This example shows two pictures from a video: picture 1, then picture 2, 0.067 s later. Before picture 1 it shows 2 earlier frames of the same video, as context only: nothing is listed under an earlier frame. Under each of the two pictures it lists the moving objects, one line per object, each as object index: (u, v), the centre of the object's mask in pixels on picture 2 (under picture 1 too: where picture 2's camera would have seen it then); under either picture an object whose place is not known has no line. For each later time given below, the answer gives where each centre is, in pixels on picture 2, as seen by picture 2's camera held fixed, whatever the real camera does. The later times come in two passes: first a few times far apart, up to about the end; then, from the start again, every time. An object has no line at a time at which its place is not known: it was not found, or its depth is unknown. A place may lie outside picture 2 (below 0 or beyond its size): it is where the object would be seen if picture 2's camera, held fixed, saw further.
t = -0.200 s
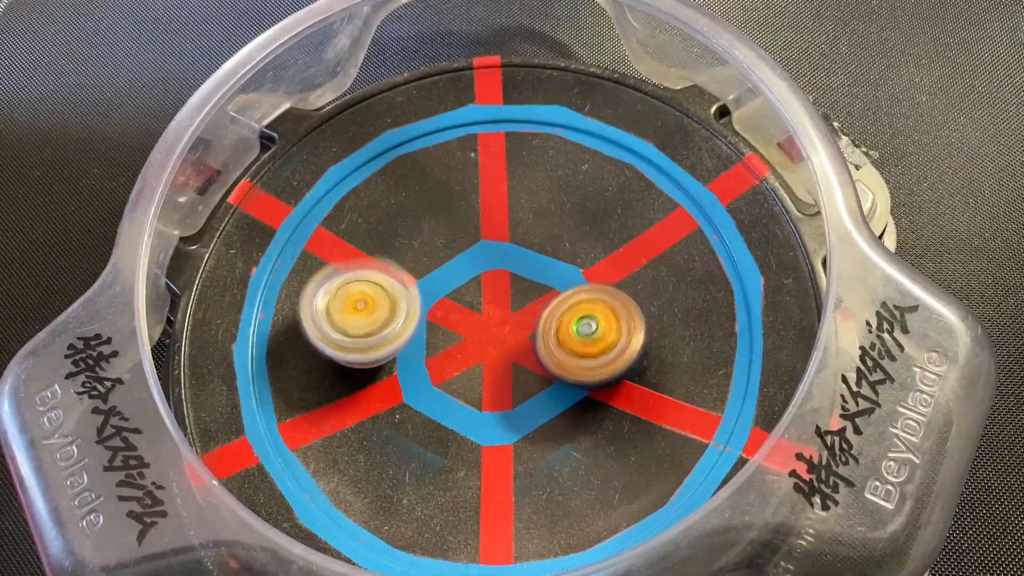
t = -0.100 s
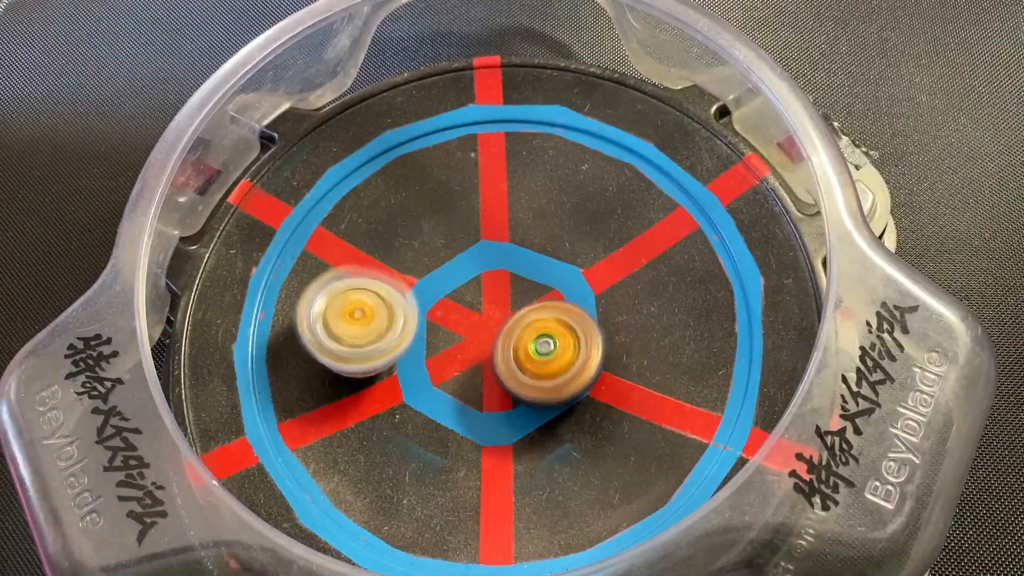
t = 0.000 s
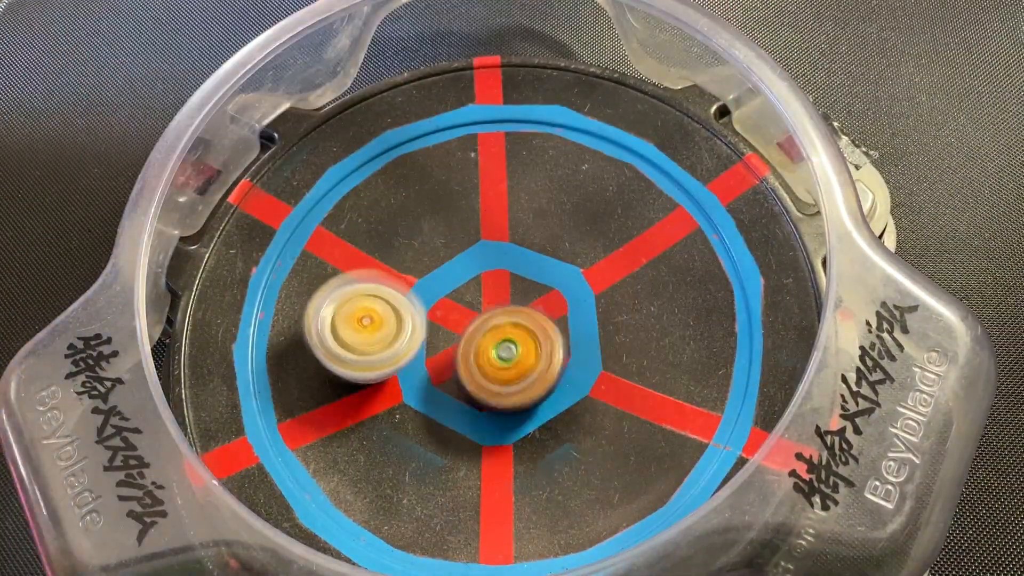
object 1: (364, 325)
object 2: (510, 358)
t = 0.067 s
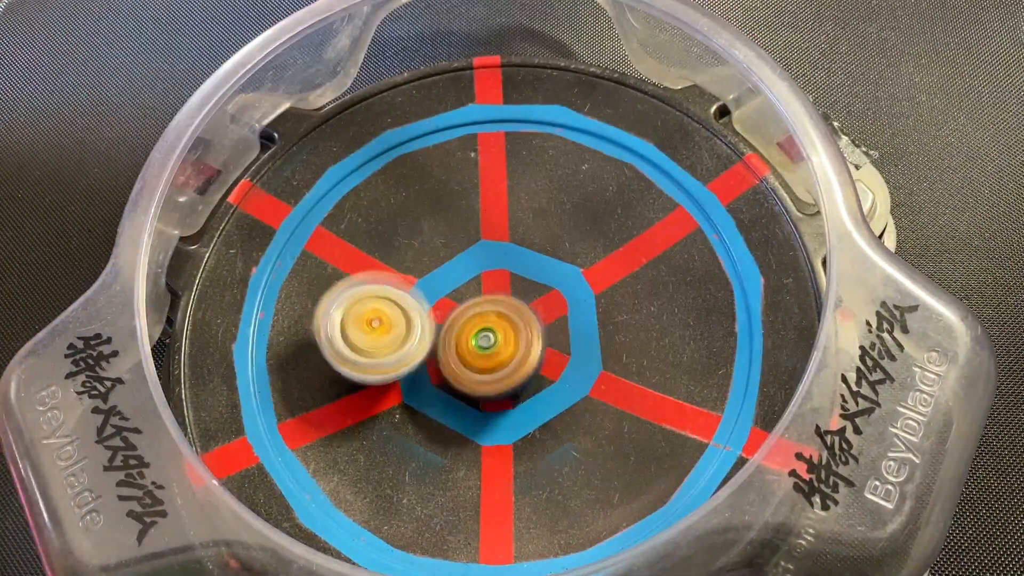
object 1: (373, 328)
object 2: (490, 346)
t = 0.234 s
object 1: (368, 325)
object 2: (513, 289)
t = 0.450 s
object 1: (416, 317)
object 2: (536, 268)
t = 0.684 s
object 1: (333, 374)
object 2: (658, 213)
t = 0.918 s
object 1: (401, 370)
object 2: (573, 278)
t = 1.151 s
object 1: (302, 467)
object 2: (643, 188)
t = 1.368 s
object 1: (374, 442)
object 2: (611, 212)
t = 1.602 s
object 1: (446, 400)
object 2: (556, 249)
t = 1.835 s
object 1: (431, 419)
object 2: (564, 196)
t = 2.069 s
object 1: (481, 363)
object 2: (516, 276)
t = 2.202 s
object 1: (441, 509)
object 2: (505, 146)
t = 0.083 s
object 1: (376, 328)
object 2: (486, 342)
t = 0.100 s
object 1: (375, 328)
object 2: (487, 337)
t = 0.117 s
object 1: (371, 327)
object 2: (493, 332)
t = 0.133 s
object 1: (367, 327)
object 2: (497, 327)
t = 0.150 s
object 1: (365, 327)
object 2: (500, 321)
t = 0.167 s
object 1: (364, 326)
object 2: (502, 314)
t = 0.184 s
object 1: (365, 326)
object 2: (504, 307)
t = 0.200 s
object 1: (365, 325)
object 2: (507, 301)
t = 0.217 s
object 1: (366, 325)
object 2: (510, 295)
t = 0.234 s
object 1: (368, 325)
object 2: (513, 289)
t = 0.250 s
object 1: (372, 325)
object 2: (515, 284)
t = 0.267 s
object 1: (374, 325)
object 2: (518, 279)
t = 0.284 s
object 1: (378, 324)
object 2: (520, 274)
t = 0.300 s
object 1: (381, 324)
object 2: (523, 270)
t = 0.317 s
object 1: (385, 324)
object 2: (527, 267)
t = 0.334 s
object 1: (388, 324)
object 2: (529, 265)
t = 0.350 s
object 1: (392, 323)
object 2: (531, 265)
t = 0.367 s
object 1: (397, 323)
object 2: (532, 264)
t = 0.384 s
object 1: (401, 321)
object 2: (533, 264)
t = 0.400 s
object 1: (404, 321)
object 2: (530, 265)
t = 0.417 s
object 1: (408, 319)
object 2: (531, 266)
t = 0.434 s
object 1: (412, 319)
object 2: (536, 266)
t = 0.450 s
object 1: (416, 317)
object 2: (536, 268)
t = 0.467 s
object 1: (419, 316)
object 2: (536, 271)
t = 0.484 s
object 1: (423, 315)
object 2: (535, 273)
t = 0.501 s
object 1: (427, 314)
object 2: (535, 275)
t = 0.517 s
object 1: (431, 312)
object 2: (536, 278)
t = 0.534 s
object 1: (419, 316)
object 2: (549, 273)
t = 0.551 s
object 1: (401, 328)
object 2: (567, 263)
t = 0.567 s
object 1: (386, 336)
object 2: (584, 254)
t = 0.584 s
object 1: (374, 345)
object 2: (600, 245)
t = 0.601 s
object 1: (361, 350)
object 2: (612, 238)
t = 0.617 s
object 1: (352, 357)
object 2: (627, 232)
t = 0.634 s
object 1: (343, 363)
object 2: (637, 225)
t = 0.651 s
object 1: (339, 367)
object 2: (646, 219)
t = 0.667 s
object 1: (334, 371)
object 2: (654, 215)
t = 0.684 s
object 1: (333, 374)
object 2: (658, 213)
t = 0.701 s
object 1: (333, 376)
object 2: (660, 211)
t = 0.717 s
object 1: (335, 377)
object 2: (662, 209)
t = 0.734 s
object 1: (336, 378)
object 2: (662, 210)
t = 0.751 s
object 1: (340, 380)
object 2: (658, 212)
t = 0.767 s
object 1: (345, 379)
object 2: (653, 215)
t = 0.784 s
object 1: (350, 378)
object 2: (647, 219)
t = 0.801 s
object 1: (354, 379)
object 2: (642, 224)
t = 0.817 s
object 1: (362, 378)
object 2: (633, 232)
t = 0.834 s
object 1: (368, 377)
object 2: (624, 239)
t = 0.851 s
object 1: (373, 375)
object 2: (615, 246)
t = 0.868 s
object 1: (381, 375)
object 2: (607, 254)
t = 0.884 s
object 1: (388, 373)
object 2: (595, 263)
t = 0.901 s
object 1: (396, 371)
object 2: (583, 271)
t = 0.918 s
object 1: (401, 370)
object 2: (573, 278)
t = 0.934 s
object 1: (410, 368)
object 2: (564, 286)
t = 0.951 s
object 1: (417, 366)
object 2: (553, 295)
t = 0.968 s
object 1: (423, 362)
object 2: (542, 303)
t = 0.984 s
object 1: (431, 362)
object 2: (533, 309)
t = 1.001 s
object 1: (431, 367)
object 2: (530, 311)
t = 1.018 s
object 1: (408, 381)
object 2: (548, 294)
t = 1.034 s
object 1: (390, 399)
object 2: (565, 276)
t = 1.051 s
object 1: (370, 413)
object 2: (582, 260)
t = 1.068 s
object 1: (355, 425)
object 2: (595, 245)
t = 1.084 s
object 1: (338, 438)
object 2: (608, 230)
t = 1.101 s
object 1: (327, 446)
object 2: (620, 218)
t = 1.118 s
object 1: (316, 456)
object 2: (628, 207)
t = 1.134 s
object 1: (307, 462)
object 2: (637, 196)
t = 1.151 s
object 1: (302, 467)
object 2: (643, 188)
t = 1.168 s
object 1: (300, 470)
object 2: (647, 181)
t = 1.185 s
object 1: (300, 472)
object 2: (651, 176)
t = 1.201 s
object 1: (302, 473)
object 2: (652, 173)
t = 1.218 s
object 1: (306, 474)
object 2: (651, 171)
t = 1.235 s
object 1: (309, 473)
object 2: (650, 171)
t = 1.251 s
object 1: (317, 473)
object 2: (647, 174)
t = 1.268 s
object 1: (321, 471)
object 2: (643, 176)
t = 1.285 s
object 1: (331, 466)
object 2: (640, 181)
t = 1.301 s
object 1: (338, 464)
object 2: (634, 187)
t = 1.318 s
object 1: (346, 458)
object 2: (629, 192)
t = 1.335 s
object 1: (356, 454)
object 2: (624, 199)
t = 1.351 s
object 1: (364, 448)
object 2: (613, 207)
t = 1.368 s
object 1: (374, 442)
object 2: (611, 212)
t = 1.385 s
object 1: (382, 437)
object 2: (605, 220)
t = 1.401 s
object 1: (393, 428)
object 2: (597, 227)
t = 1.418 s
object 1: (402, 422)
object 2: (592, 234)
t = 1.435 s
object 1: (410, 414)
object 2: (585, 243)
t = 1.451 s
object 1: (422, 406)
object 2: (577, 250)
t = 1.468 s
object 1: (429, 399)
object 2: (571, 258)
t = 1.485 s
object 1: (438, 390)
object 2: (564, 267)
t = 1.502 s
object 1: (448, 384)
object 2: (556, 274)
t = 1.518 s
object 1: (455, 376)
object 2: (551, 282)
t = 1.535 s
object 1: (465, 369)
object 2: (544, 289)
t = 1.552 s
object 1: (471, 364)
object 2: (539, 291)
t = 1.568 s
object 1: (463, 377)
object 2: (544, 280)
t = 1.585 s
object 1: (455, 387)
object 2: (549, 265)
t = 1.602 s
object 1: (446, 400)
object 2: (556, 249)
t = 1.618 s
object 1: (437, 411)
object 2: (560, 236)
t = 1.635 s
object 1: (433, 417)
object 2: (565, 223)
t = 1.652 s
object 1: (425, 424)
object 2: (567, 214)
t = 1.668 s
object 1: (420, 429)
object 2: (570, 204)
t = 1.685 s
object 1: (419, 432)
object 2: (572, 198)
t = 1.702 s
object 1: (415, 433)
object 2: (572, 193)
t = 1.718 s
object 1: (414, 435)
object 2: (573, 190)
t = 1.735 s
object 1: (415, 434)
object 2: (571, 187)
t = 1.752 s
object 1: (417, 432)
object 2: (572, 186)
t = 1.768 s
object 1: (418, 431)
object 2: (570, 187)
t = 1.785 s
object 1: (421, 428)
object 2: (569, 187)
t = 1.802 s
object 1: (425, 424)
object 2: (567, 190)
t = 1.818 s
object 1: (427, 423)
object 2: (565, 192)
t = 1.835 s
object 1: (431, 419)
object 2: (564, 196)
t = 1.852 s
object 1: (436, 415)
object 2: (560, 200)
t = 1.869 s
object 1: (438, 412)
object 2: (560, 204)
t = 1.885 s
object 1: (443, 408)
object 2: (556, 210)
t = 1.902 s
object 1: (448, 404)
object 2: (554, 215)
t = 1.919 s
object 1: (450, 400)
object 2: (552, 222)
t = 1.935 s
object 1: (455, 397)
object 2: (548, 227)
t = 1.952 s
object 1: (460, 393)
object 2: (547, 235)
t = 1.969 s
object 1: (462, 388)
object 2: (542, 241)
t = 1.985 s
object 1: (467, 385)
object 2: (541, 247)
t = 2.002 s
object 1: (470, 380)
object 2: (535, 255)
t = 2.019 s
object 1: (472, 375)
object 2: (531, 261)
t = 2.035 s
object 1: (476, 373)
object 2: (526, 269)
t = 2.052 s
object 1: (479, 368)
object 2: (520, 273)
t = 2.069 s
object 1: (481, 363)
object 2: (516, 276)
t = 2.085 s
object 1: (477, 382)
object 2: (511, 267)
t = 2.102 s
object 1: (473, 407)
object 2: (510, 243)
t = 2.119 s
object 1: (464, 432)
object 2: (511, 222)
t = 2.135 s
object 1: (459, 450)
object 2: (509, 203)
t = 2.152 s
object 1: (455, 468)
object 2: (510, 186)
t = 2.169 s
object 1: (449, 488)
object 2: (507, 171)
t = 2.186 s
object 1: (444, 499)
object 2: (507, 158)
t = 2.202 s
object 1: (441, 509)
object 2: (505, 146)
